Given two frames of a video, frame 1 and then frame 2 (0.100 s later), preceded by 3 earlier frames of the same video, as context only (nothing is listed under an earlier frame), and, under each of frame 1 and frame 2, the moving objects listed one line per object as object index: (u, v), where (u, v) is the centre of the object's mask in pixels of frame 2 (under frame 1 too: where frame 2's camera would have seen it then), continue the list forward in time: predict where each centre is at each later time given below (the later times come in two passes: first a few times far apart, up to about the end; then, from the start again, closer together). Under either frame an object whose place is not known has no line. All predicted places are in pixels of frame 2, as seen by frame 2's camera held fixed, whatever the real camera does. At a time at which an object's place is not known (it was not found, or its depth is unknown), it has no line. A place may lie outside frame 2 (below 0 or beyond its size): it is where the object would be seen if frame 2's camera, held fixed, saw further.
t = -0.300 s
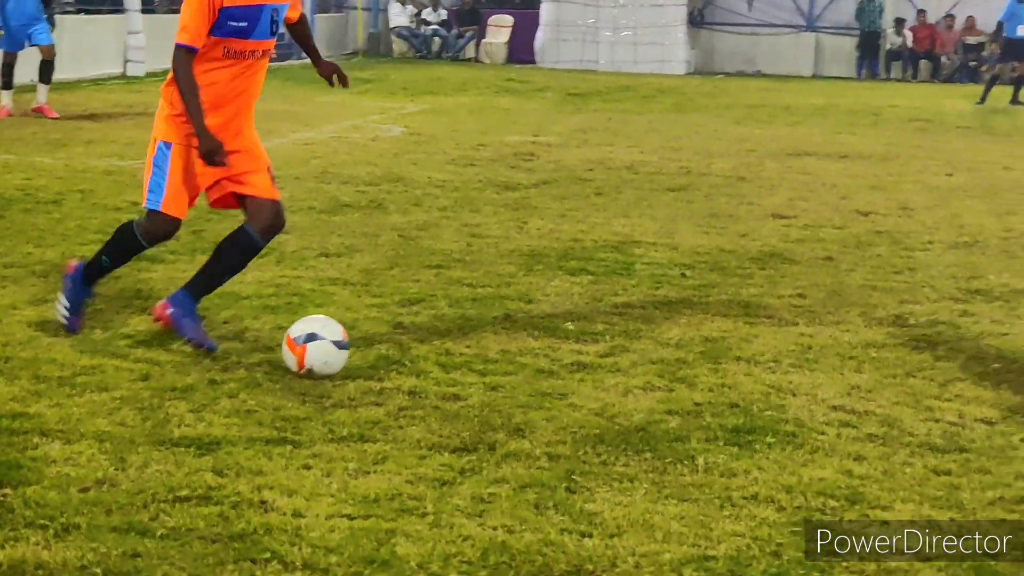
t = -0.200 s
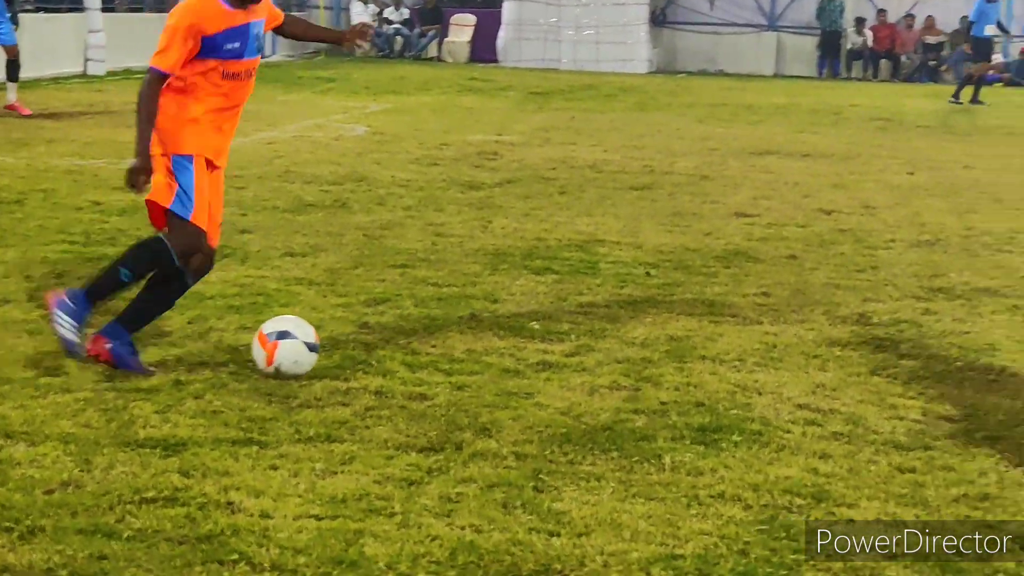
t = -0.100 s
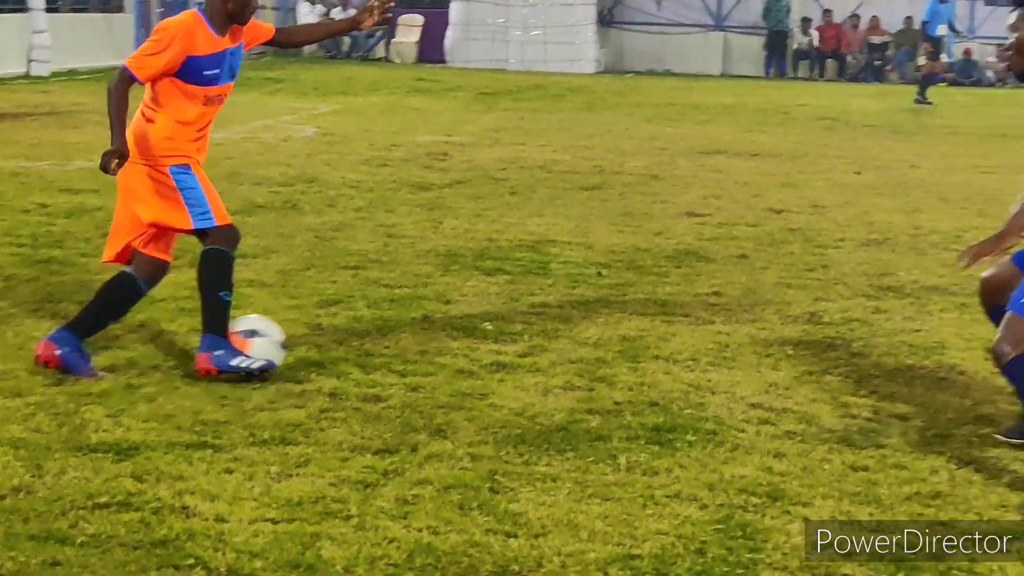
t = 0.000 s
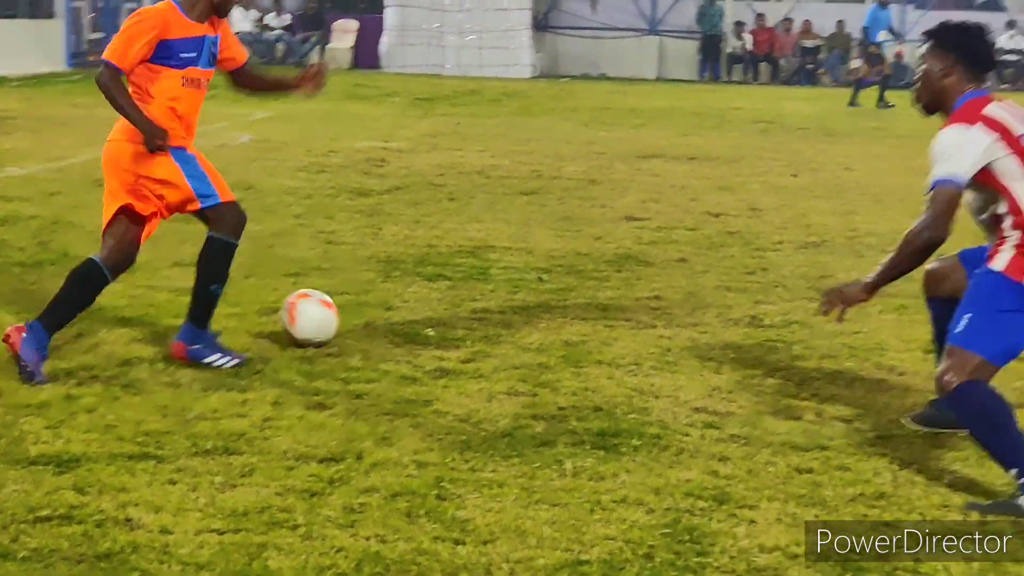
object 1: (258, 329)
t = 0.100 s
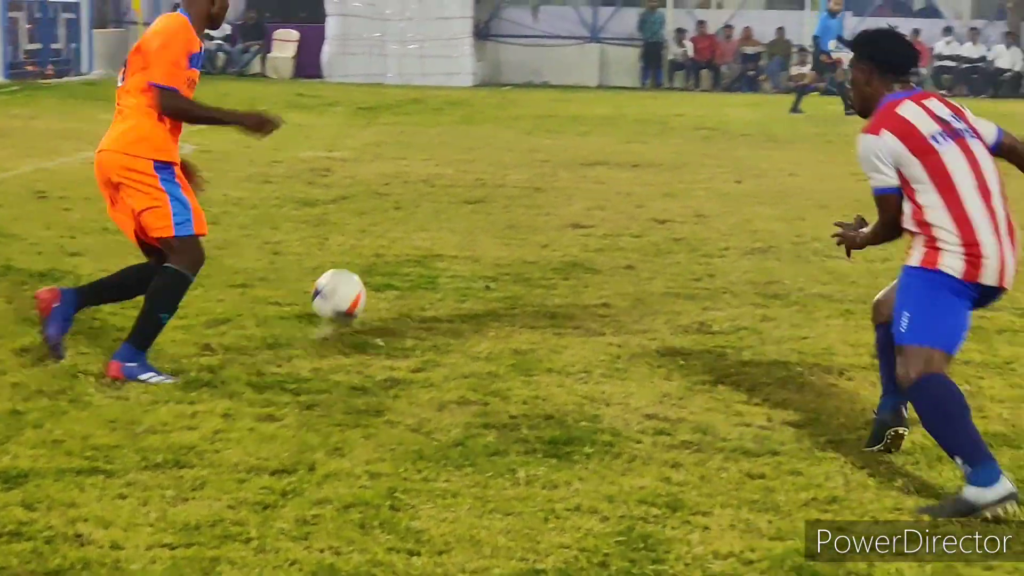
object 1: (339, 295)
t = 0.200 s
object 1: (399, 273)
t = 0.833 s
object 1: (595, 212)
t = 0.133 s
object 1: (359, 286)
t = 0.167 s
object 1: (380, 279)
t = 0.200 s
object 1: (399, 273)
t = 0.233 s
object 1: (418, 272)
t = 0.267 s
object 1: (435, 272)
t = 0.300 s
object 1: (450, 261)
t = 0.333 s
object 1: (463, 254)
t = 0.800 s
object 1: (590, 216)
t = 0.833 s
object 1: (595, 212)
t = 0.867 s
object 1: (601, 208)
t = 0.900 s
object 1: (606, 207)
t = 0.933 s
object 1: (610, 207)
